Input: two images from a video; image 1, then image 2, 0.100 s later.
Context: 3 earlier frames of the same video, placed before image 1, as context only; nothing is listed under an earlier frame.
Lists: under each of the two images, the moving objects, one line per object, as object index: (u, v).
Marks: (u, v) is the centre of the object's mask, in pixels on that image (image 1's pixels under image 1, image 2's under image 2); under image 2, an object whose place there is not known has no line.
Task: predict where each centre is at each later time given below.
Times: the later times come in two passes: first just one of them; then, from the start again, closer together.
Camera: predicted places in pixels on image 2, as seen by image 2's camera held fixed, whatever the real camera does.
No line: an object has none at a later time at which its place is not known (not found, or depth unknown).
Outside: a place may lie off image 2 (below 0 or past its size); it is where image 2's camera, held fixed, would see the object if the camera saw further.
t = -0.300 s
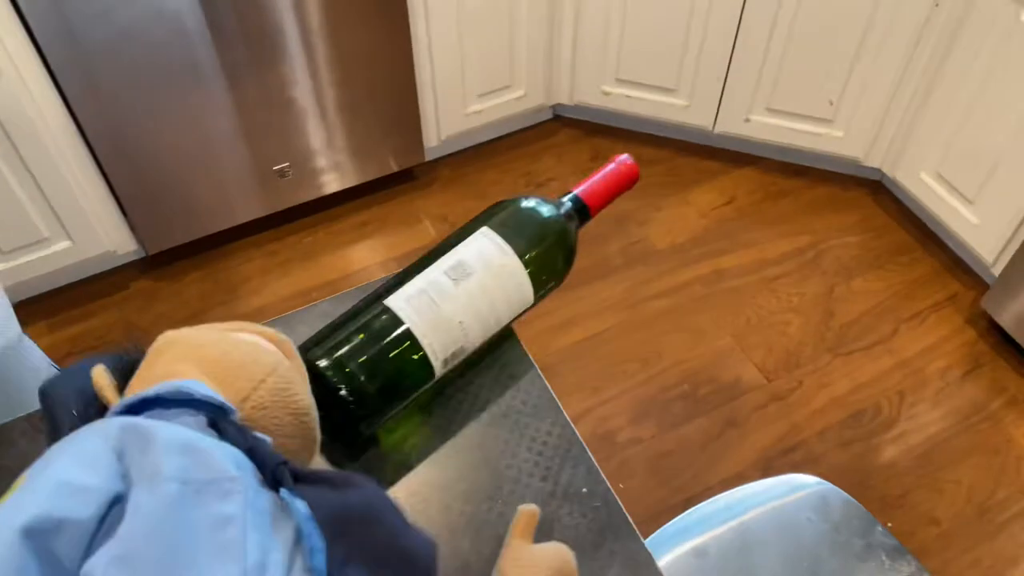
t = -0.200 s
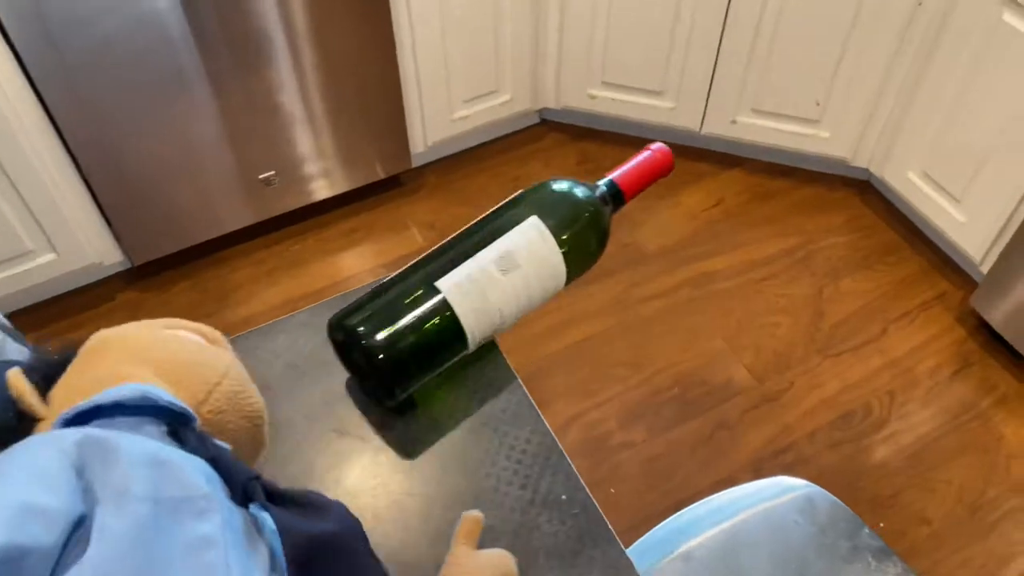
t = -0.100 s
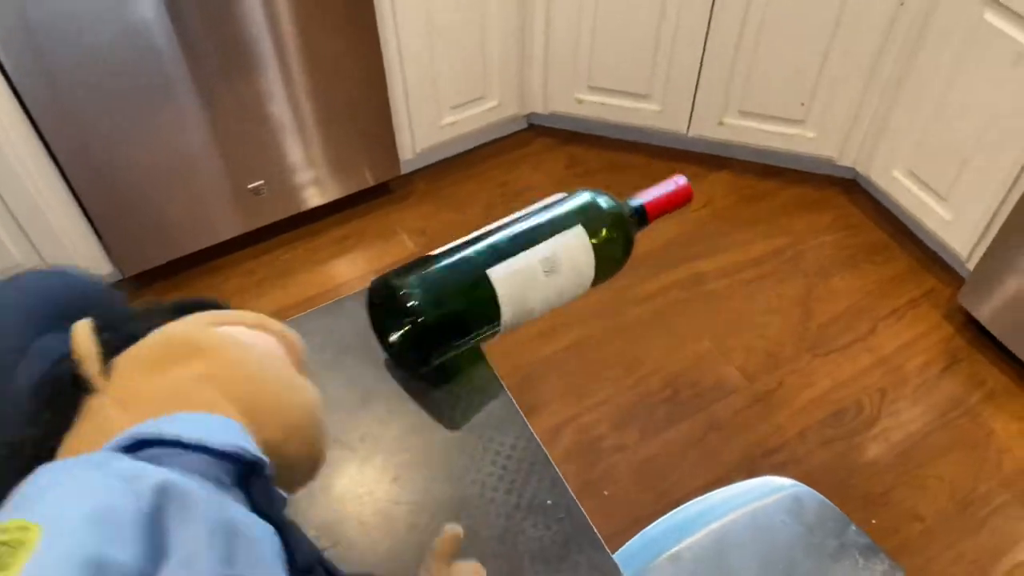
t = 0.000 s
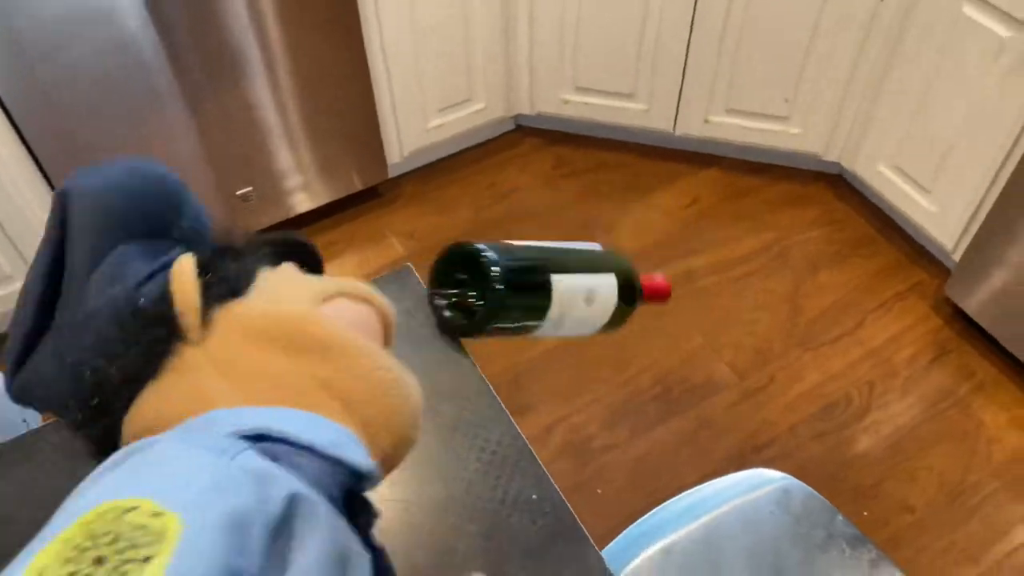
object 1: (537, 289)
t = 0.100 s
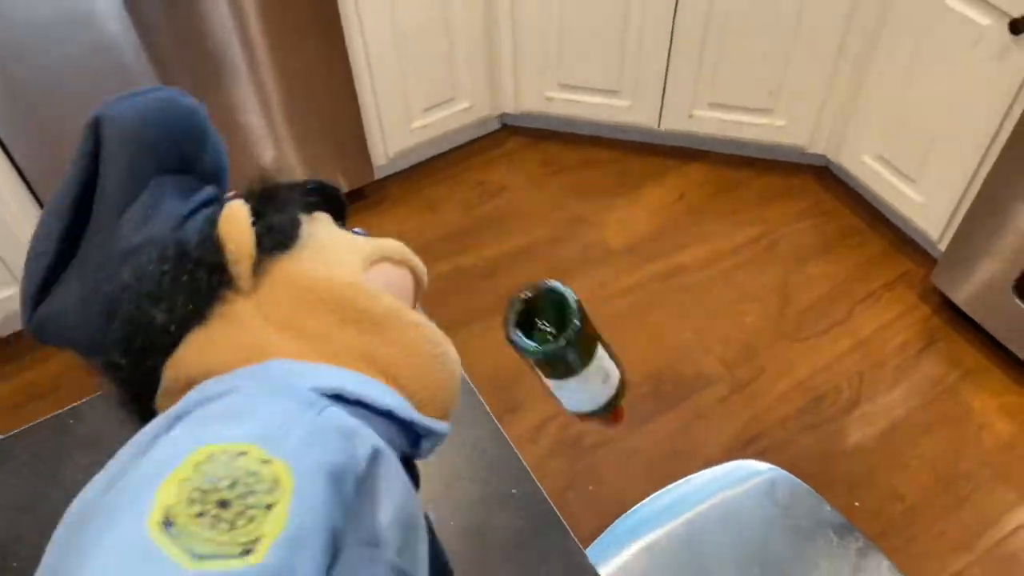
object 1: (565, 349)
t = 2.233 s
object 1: (703, 352)
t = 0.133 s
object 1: (582, 381)
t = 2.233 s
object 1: (703, 352)
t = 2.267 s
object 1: (702, 352)
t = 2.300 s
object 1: (702, 352)
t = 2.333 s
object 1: (701, 352)
